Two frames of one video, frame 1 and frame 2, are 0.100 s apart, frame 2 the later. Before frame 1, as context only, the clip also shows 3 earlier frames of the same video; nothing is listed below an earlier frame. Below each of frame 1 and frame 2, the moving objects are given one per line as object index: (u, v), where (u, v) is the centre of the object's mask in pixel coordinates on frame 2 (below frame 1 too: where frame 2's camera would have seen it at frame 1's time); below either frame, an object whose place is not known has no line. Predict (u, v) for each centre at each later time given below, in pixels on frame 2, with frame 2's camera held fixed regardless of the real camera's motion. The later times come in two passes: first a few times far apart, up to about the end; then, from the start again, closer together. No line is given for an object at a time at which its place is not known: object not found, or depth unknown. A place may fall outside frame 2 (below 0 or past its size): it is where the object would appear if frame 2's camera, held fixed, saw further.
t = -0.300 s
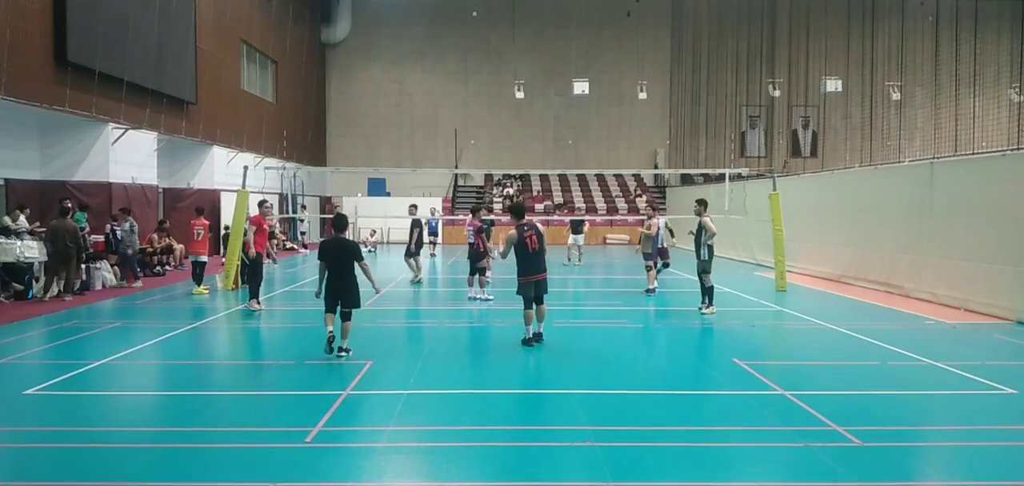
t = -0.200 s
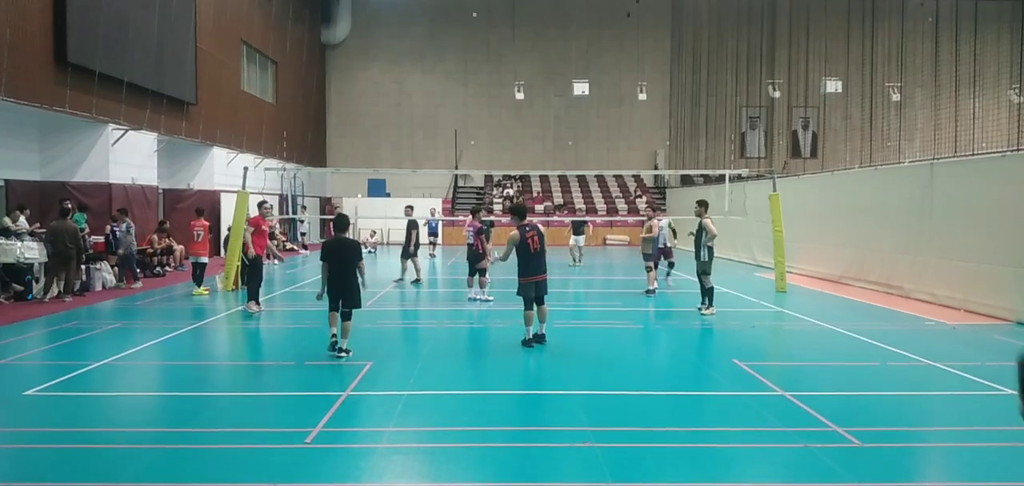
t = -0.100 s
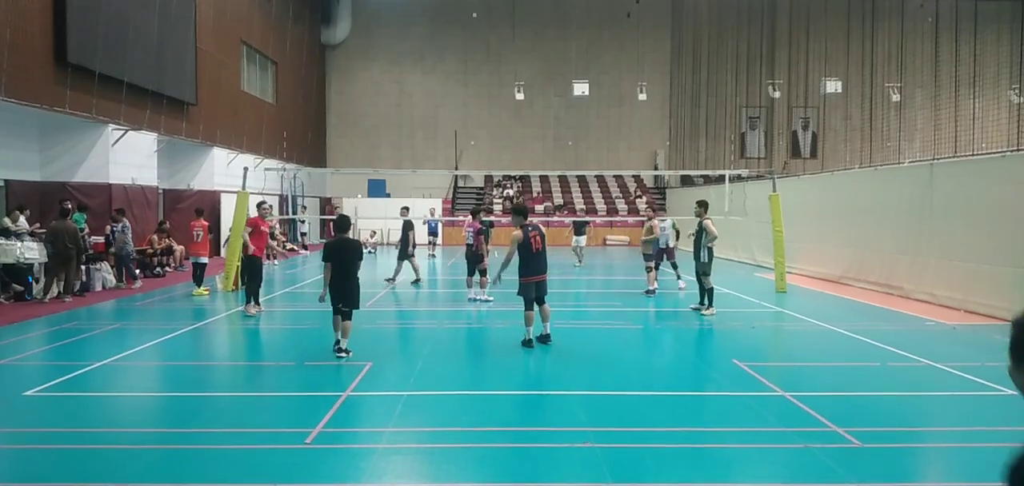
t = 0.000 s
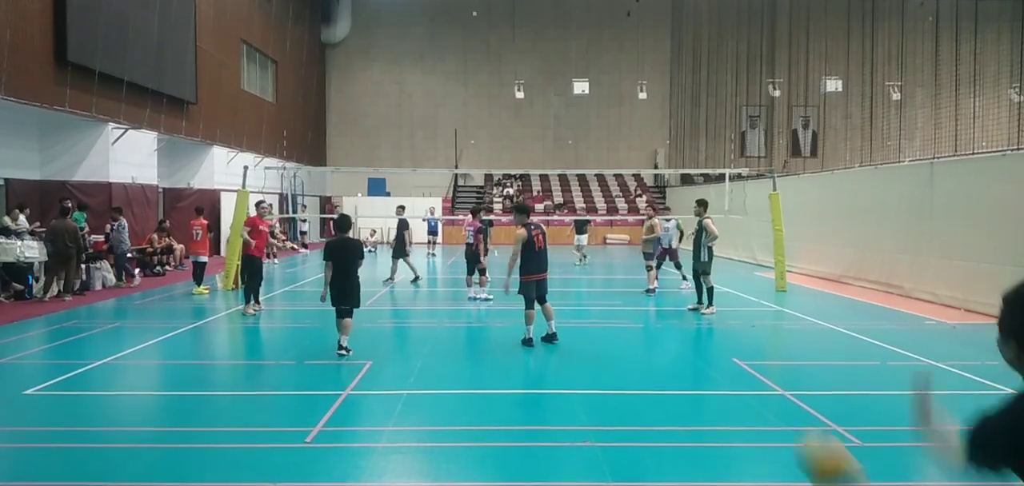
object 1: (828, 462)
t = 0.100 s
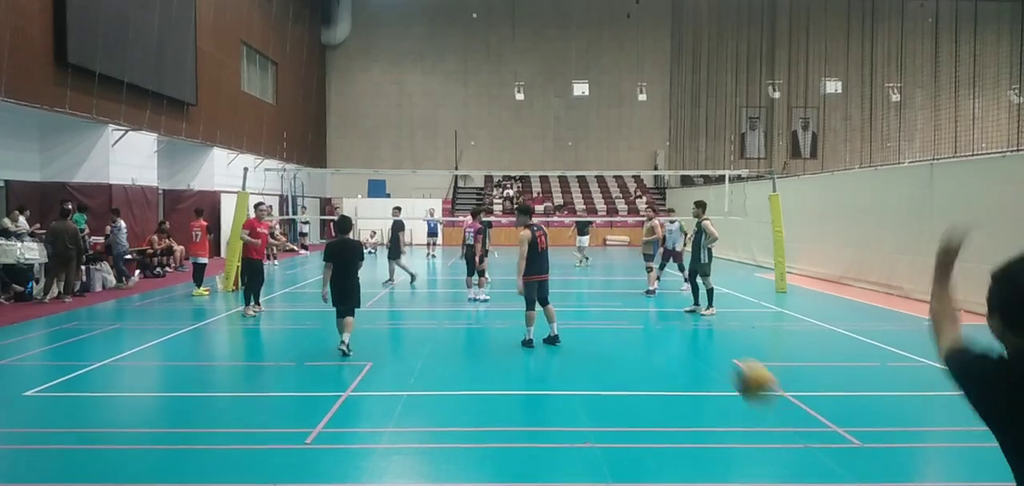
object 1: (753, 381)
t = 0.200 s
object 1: (709, 346)
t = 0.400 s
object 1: (662, 339)
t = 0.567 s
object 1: (642, 333)
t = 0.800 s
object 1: (629, 290)
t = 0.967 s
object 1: (622, 294)
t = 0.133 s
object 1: (735, 366)
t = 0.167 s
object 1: (721, 354)
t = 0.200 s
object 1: (709, 346)
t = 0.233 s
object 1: (699, 341)
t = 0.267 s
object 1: (690, 338)
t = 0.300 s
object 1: (680, 336)
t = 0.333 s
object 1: (674, 336)
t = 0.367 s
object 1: (668, 337)
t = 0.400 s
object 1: (662, 339)
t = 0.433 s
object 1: (656, 342)
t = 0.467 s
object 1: (652, 347)
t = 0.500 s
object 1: (648, 351)
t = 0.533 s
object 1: (644, 343)
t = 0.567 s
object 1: (642, 333)
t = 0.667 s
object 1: (636, 306)
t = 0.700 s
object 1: (634, 301)
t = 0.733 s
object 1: (632, 296)
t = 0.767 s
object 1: (631, 293)
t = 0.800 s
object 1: (629, 290)
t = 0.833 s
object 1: (628, 289)
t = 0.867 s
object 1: (627, 288)
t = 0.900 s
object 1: (625, 288)
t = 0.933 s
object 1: (623, 291)
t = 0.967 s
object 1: (622, 294)
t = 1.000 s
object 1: (621, 296)
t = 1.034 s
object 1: (619, 300)
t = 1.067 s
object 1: (618, 304)
